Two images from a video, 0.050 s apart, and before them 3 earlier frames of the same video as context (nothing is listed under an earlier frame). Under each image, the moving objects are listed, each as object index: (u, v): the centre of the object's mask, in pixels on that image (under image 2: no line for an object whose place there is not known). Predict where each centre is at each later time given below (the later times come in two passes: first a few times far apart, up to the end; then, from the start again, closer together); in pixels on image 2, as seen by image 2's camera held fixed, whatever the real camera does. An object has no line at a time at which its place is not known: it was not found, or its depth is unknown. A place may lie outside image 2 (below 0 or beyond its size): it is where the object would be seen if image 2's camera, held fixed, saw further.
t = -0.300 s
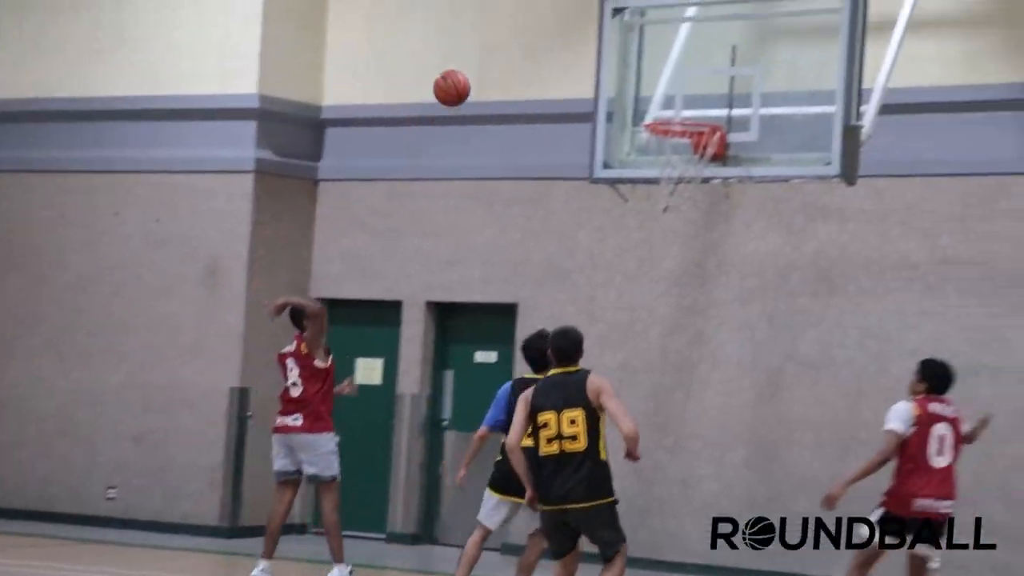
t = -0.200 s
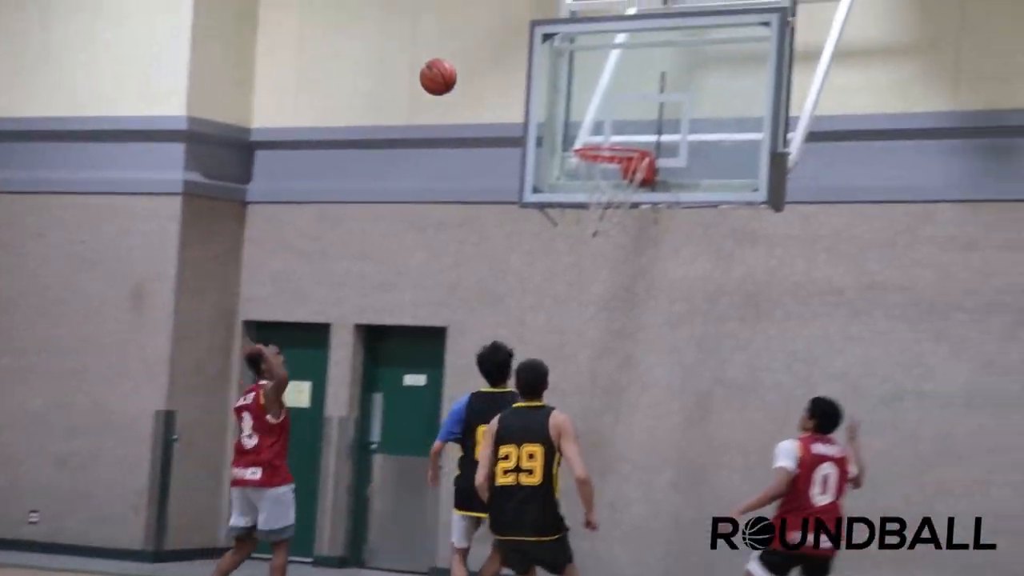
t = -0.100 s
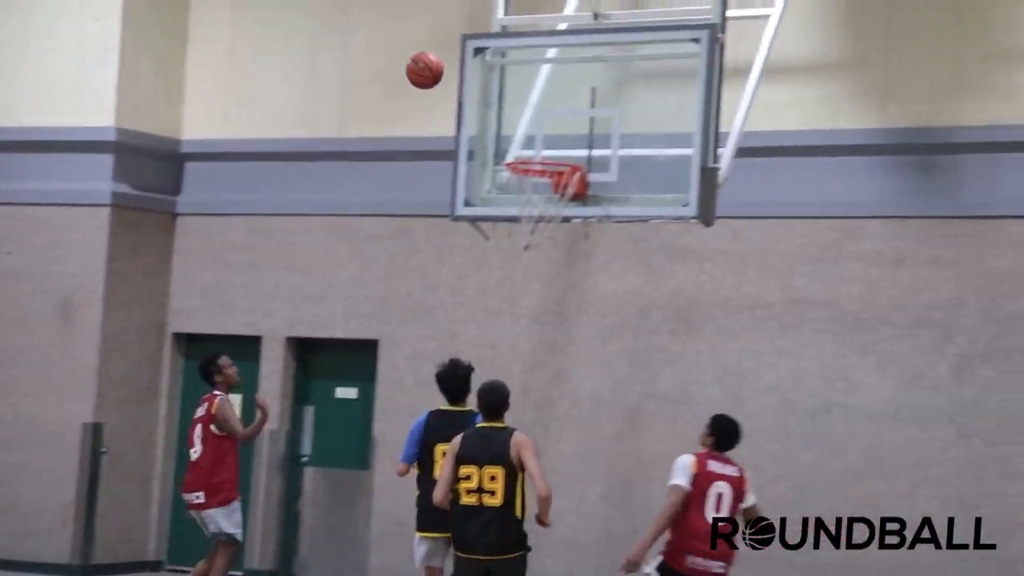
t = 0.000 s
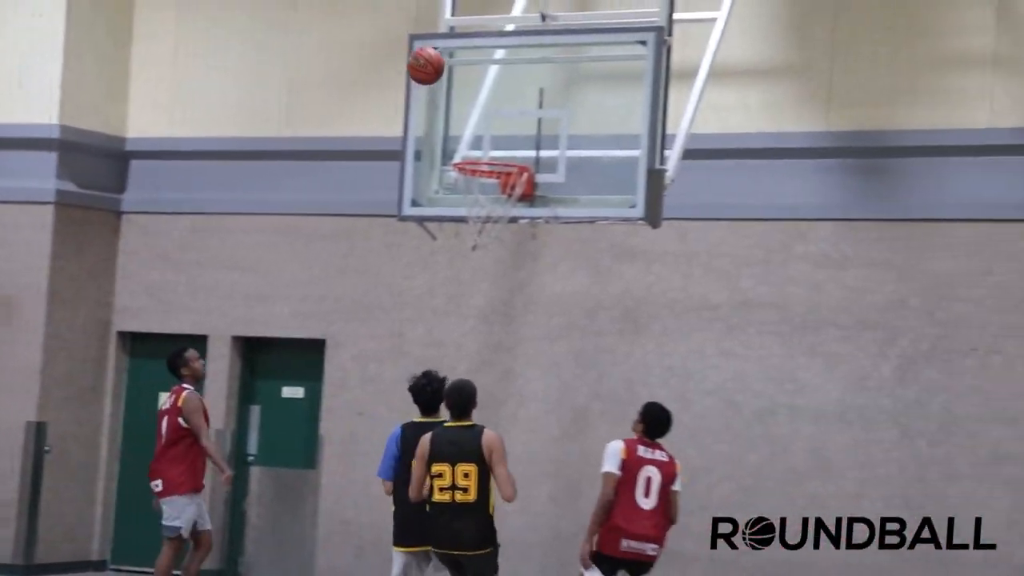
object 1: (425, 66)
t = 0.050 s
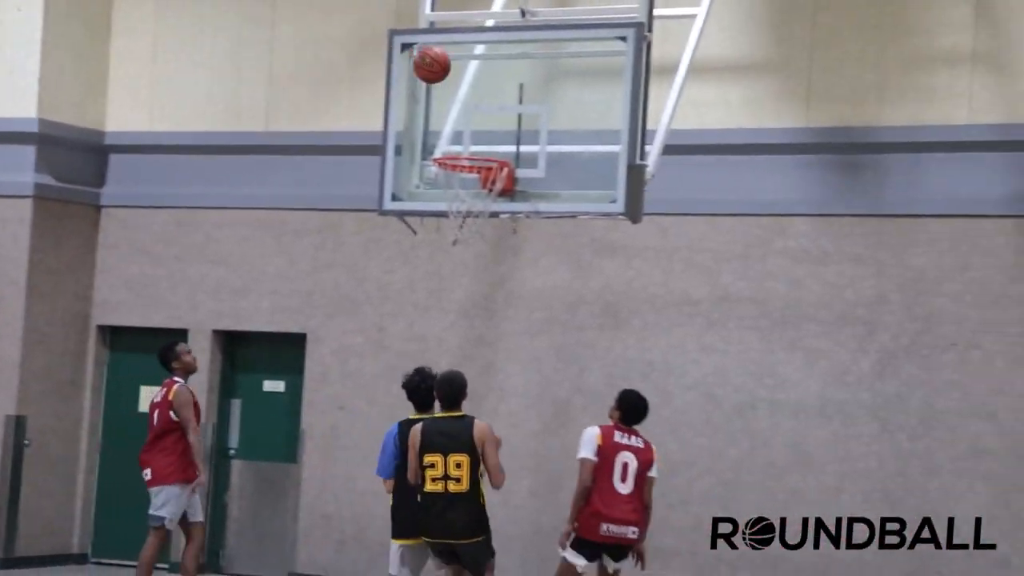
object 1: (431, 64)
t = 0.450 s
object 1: (470, 122)
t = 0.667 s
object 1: (413, 105)
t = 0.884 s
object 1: (351, 161)
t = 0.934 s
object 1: (336, 184)
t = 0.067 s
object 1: (440, 67)
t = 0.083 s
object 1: (448, 69)
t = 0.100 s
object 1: (457, 72)
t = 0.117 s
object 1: (459, 73)
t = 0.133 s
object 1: (461, 75)
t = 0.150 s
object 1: (464, 77)
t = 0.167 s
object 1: (466, 79)
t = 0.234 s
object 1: (474, 94)
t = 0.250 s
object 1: (477, 99)
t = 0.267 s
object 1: (479, 104)
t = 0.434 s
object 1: (474, 127)
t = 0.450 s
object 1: (470, 122)
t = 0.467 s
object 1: (466, 119)
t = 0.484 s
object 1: (462, 115)
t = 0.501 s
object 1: (457, 112)
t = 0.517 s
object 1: (453, 109)
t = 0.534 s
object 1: (449, 107)
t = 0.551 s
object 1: (444, 105)
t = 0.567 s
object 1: (440, 104)
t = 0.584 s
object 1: (435, 103)
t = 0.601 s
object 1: (430, 103)
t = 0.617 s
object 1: (426, 103)
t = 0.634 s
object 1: (422, 103)
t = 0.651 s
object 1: (417, 104)
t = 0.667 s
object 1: (413, 105)
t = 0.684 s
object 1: (408, 107)
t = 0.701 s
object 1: (404, 109)
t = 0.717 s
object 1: (399, 112)
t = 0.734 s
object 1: (394, 115)
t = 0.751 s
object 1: (389, 118)
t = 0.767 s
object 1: (385, 122)
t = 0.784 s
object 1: (380, 126)
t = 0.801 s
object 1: (376, 131)
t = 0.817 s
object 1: (371, 136)
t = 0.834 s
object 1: (366, 142)
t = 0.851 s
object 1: (361, 148)
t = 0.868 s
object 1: (356, 154)
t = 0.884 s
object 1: (351, 161)
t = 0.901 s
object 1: (346, 168)
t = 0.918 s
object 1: (341, 176)
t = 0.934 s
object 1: (336, 184)
